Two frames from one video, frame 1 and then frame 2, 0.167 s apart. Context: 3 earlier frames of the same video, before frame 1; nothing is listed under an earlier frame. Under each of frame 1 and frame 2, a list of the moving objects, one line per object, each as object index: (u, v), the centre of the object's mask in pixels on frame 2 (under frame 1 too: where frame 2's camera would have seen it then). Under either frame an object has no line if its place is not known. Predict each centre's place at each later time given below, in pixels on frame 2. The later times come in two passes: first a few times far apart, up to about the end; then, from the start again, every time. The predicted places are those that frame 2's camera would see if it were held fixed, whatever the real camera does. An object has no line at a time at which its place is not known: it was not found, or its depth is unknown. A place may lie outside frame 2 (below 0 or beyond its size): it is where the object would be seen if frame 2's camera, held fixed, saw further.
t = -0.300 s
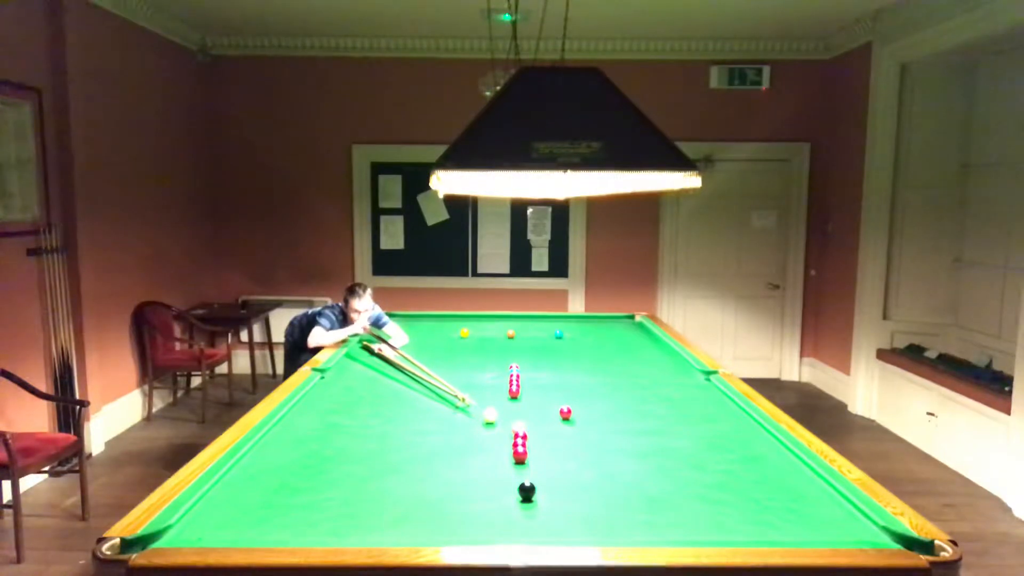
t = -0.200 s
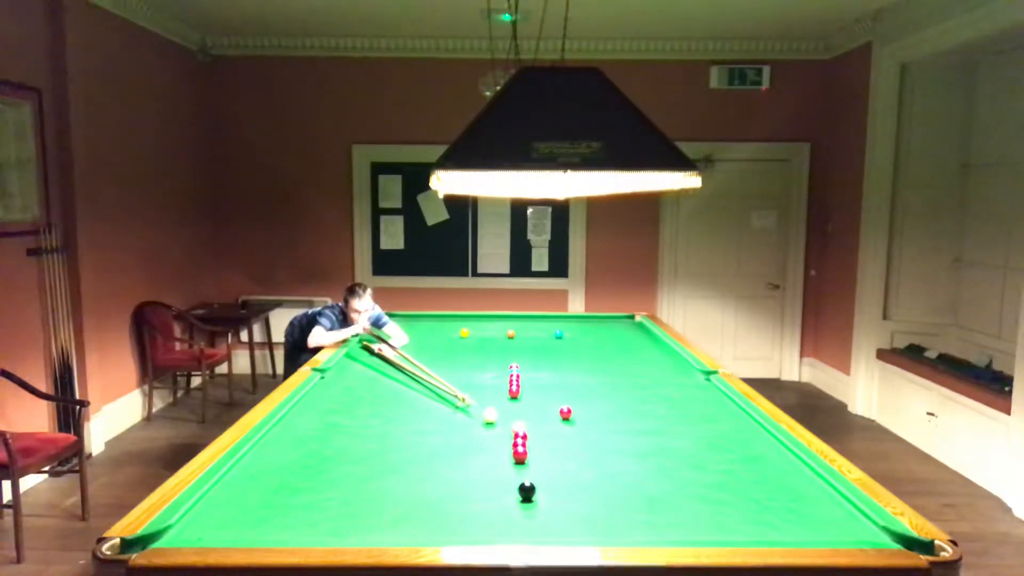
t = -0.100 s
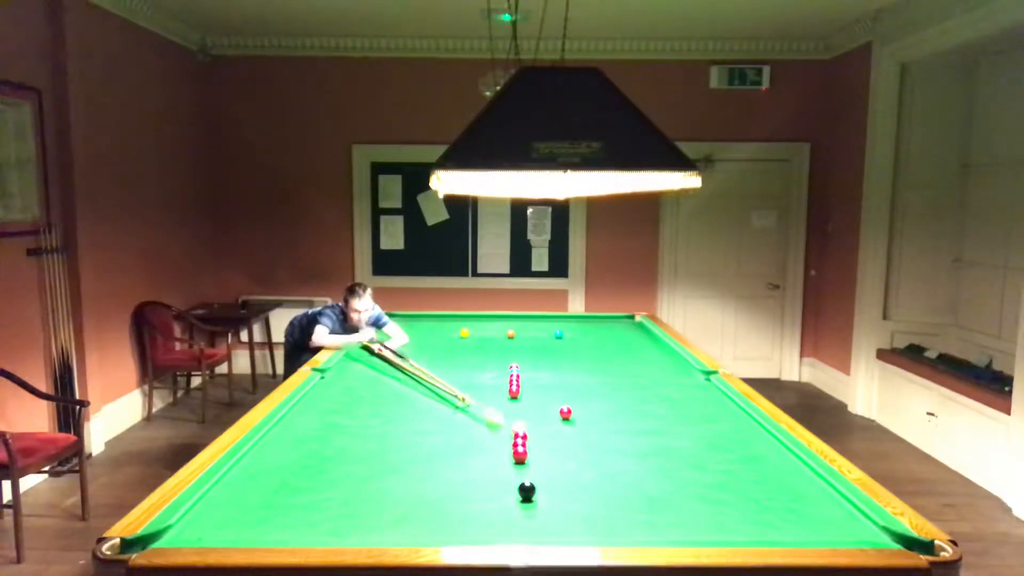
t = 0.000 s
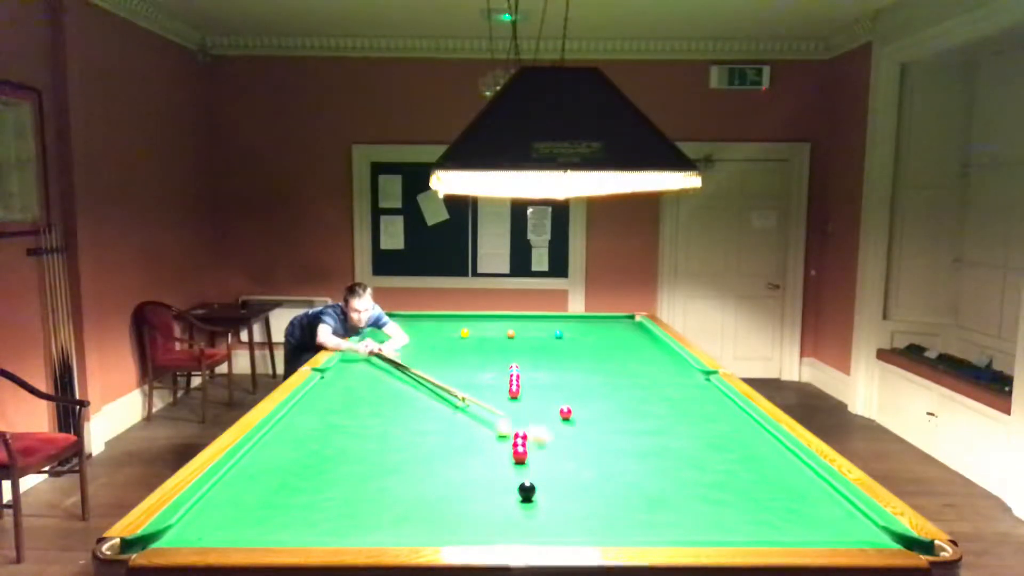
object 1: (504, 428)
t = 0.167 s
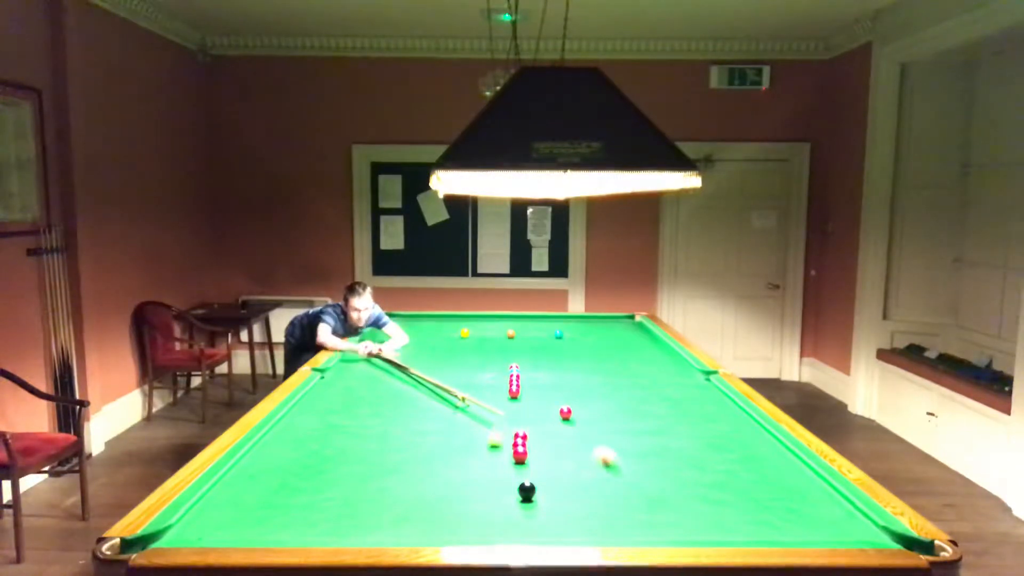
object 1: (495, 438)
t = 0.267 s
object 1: (492, 444)
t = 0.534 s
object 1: (481, 462)
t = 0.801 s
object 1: (470, 482)
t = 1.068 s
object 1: (458, 505)
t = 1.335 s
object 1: (445, 528)
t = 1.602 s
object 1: (439, 524)
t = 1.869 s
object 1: (436, 506)
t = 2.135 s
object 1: (434, 493)
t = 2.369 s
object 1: (432, 482)
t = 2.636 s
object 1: (431, 472)
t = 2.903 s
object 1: (429, 465)
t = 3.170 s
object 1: (427, 458)
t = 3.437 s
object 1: (426, 451)
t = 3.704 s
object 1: (425, 447)
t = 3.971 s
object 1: (424, 443)
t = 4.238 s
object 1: (424, 440)
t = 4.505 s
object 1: (424, 438)
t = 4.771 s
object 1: (424, 436)
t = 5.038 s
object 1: (424, 436)
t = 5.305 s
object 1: (424, 436)
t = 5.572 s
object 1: (424, 436)
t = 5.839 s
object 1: (424, 436)
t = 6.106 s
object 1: (424, 436)
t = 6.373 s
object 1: (424, 436)
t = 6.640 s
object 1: (424, 436)
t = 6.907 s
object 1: (424, 436)
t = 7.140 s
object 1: (424, 436)
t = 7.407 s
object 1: (424, 436)
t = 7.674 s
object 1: (424, 436)
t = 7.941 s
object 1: (424, 436)
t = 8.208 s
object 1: (424, 436)
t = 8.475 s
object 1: (424, 436)
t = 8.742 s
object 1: (424, 436)
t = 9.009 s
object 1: (424, 436)
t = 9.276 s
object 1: (424, 436)
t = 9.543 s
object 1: (424, 436)
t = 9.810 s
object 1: (424, 436)
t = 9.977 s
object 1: (425, 436)
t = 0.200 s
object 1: (494, 440)
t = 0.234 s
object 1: (493, 442)
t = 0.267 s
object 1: (492, 444)
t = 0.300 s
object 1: (491, 445)
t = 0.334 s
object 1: (491, 447)
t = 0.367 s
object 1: (488, 452)
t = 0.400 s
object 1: (486, 453)
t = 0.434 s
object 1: (485, 455)
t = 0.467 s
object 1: (484, 457)
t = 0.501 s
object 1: (482, 460)
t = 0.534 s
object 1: (481, 462)
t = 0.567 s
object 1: (480, 464)
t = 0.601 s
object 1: (478, 467)
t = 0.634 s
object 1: (478, 470)
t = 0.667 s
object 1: (476, 472)
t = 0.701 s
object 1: (475, 474)
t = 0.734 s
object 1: (473, 476)
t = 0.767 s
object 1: (472, 480)
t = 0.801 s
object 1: (470, 482)
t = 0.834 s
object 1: (468, 486)
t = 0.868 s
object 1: (467, 488)
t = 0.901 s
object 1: (465, 491)
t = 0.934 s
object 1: (464, 494)
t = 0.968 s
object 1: (462, 496)
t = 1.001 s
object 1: (460, 500)
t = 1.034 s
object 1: (459, 502)
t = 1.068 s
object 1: (458, 505)
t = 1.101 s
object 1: (456, 508)
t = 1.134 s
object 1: (454, 512)
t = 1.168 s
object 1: (453, 514)
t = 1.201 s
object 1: (451, 517)
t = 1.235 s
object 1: (450, 520)
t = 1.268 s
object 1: (448, 524)
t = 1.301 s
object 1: (446, 526)
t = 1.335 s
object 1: (445, 528)
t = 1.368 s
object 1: (443, 529)
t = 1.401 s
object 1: (442, 531)
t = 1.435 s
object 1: (441, 531)
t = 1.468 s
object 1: (440, 529)
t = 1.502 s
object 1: (439, 529)
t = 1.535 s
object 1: (439, 527)
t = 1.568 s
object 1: (439, 525)
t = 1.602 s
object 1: (439, 524)
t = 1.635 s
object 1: (438, 521)
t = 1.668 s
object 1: (438, 519)
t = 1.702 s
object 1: (437, 517)
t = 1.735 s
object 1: (437, 515)
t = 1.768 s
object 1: (437, 513)
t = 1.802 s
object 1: (436, 511)
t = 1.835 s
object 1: (436, 509)
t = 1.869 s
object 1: (436, 506)
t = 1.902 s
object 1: (435, 505)
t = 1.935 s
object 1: (435, 503)
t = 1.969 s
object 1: (435, 502)
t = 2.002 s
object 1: (435, 500)
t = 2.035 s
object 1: (434, 498)
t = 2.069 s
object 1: (434, 497)
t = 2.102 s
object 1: (434, 494)
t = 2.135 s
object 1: (434, 493)
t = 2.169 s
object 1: (434, 492)
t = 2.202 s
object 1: (434, 490)
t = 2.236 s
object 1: (433, 488)
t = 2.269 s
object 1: (433, 487)
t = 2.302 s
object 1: (433, 485)
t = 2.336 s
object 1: (433, 483)
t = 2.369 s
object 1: (432, 482)
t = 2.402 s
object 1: (432, 481)
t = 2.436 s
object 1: (432, 480)
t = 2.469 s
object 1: (432, 479)
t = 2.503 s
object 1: (431, 477)
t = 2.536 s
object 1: (431, 476)
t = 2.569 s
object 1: (431, 475)
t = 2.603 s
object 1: (431, 474)
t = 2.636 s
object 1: (431, 472)
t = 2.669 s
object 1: (431, 471)
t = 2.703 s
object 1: (431, 471)
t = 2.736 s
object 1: (430, 470)
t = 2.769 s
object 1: (430, 469)
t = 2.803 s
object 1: (431, 467)
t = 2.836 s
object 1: (430, 467)
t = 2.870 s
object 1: (430, 466)
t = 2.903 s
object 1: (429, 465)
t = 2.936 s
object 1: (429, 464)
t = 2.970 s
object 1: (429, 463)
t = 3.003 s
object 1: (428, 462)
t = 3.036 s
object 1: (428, 461)
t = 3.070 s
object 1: (428, 460)
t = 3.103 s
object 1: (428, 459)
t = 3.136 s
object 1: (428, 458)
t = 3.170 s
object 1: (427, 458)
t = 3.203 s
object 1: (427, 457)
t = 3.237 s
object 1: (427, 455)
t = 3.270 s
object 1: (427, 455)
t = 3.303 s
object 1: (427, 454)
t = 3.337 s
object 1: (426, 453)
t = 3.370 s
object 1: (426, 453)
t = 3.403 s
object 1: (426, 452)
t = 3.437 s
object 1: (426, 451)
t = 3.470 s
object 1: (426, 451)
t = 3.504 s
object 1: (426, 450)
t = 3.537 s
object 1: (425, 450)
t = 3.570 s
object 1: (425, 449)
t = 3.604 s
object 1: (425, 449)
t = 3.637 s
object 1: (425, 449)
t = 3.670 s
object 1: (425, 448)
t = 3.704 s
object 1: (425, 447)
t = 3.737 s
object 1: (425, 447)
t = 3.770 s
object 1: (425, 446)
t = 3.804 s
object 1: (425, 445)
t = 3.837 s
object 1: (424, 445)
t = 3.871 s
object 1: (424, 444)
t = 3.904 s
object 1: (424, 444)
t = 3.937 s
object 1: (424, 444)
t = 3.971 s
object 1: (424, 443)
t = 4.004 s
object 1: (424, 443)
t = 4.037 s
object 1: (424, 442)
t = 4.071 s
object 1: (424, 442)
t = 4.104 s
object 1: (424, 442)
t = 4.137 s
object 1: (424, 441)
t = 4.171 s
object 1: (424, 441)
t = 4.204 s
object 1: (424, 441)
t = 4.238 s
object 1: (424, 440)
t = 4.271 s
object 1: (424, 440)
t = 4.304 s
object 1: (424, 439)
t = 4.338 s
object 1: (424, 439)
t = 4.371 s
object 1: (424, 439)
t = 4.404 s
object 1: (424, 439)
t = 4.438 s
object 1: (424, 439)
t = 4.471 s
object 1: (424, 439)
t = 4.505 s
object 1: (424, 438)
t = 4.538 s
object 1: (424, 438)
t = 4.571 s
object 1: (424, 438)
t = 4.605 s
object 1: (424, 438)
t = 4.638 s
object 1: (424, 437)
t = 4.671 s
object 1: (424, 437)
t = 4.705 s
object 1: (424, 437)
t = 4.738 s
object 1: (424, 437)
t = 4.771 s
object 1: (424, 436)
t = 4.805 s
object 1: (424, 436)
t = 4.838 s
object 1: (424, 436)
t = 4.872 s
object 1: (424, 436)
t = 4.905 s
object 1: (424, 436)
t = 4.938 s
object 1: (424, 436)
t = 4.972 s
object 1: (424, 436)
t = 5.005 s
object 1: (424, 436)
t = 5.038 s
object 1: (424, 436)
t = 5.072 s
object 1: (424, 436)
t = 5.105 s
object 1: (424, 436)
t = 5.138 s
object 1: (424, 436)
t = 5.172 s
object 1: (424, 436)
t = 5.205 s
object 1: (424, 436)
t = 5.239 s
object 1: (424, 436)
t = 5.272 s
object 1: (424, 436)
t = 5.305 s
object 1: (424, 436)
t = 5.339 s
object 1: (424, 436)
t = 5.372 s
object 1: (424, 436)
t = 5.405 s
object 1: (424, 436)
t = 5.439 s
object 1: (424, 436)
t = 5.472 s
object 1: (424, 436)
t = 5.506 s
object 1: (424, 436)
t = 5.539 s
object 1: (424, 436)
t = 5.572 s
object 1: (424, 436)
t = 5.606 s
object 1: (424, 436)
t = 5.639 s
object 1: (424, 436)
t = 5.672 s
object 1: (424, 436)
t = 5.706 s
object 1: (424, 436)
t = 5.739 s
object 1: (424, 436)
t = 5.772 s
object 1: (424, 436)
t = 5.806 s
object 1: (424, 436)
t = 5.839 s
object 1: (424, 436)
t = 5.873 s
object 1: (424, 436)
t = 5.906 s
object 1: (424, 436)
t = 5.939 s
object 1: (424, 436)
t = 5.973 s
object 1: (424, 436)
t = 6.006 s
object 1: (424, 436)
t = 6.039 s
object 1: (424, 436)
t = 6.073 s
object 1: (424, 436)
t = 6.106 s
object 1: (424, 436)
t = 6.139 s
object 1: (424, 436)
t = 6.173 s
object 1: (424, 436)
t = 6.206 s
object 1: (424, 436)
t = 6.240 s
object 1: (424, 436)
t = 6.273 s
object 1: (424, 436)
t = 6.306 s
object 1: (424, 436)
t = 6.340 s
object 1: (424, 436)
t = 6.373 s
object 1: (424, 436)
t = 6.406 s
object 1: (424, 436)
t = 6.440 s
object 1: (424, 436)
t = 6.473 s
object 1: (424, 436)
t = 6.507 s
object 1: (424, 436)
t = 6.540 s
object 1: (424, 436)
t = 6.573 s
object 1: (424, 436)
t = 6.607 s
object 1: (424, 436)
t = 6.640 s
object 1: (424, 436)
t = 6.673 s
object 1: (424, 436)
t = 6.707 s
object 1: (424, 436)
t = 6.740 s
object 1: (424, 436)
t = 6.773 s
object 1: (424, 436)
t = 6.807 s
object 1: (424, 436)
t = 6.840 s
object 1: (424, 436)
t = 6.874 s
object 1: (424, 436)
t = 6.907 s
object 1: (424, 436)
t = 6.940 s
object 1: (424, 436)
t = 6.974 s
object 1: (424, 436)
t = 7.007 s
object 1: (424, 436)
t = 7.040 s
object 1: (424, 436)
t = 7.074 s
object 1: (424, 436)
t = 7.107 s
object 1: (424, 436)
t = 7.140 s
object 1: (424, 436)
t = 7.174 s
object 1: (424, 436)
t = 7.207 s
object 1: (424, 436)
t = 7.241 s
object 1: (424, 436)
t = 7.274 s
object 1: (424, 436)
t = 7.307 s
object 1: (424, 436)
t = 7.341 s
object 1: (424, 436)
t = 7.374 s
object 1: (424, 436)
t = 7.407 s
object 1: (424, 436)
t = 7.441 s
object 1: (424, 436)
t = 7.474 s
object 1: (424, 436)
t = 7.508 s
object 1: (424, 436)
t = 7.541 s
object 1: (424, 436)
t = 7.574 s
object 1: (424, 436)
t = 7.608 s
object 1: (424, 436)
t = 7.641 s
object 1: (424, 436)
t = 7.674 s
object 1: (424, 436)
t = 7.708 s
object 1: (424, 436)
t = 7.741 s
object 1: (424, 436)
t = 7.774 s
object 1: (424, 436)
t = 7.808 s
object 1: (424, 436)
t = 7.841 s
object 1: (424, 436)
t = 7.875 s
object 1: (424, 436)
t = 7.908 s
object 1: (424, 436)
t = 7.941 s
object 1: (424, 436)
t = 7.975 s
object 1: (424, 436)
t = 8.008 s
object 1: (424, 436)
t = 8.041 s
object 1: (424, 436)
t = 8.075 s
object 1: (424, 436)
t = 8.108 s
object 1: (424, 436)
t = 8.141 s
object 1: (424, 436)
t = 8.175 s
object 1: (424, 436)
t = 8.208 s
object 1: (424, 436)
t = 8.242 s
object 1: (424, 436)
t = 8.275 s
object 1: (424, 436)
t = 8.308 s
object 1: (424, 436)
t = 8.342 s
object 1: (424, 436)
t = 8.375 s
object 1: (424, 436)
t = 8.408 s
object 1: (424, 436)
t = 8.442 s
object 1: (424, 436)
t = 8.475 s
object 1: (424, 436)
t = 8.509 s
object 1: (424, 436)
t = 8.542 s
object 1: (424, 436)
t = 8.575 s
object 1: (424, 436)
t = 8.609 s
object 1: (424, 436)
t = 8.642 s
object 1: (424, 436)
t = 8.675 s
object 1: (424, 436)
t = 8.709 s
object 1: (424, 436)
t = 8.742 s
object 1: (424, 436)
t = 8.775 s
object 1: (424, 436)
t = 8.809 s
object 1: (424, 436)
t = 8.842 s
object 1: (424, 436)
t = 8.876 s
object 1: (424, 436)
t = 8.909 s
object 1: (424, 437)
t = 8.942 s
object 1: (424, 436)
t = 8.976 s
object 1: (424, 436)
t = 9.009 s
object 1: (424, 436)
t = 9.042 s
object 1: (424, 436)
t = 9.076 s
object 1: (424, 436)
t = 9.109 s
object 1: (424, 436)
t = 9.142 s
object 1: (424, 436)
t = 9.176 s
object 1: (424, 436)
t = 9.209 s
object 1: (424, 436)
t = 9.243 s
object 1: (424, 436)
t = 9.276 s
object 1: (424, 436)
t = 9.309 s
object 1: (424, 436)
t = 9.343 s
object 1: (424, 436)
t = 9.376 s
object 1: (424, 436)
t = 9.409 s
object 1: (424, 436)
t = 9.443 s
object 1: (424, 436)
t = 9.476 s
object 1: (424, 436)
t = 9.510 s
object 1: (424, 436)
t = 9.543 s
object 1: (424, 436)
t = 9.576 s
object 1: (424, 436)
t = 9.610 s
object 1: (424, 436)
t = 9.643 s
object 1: (424, 436)
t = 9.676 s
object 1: (424, 436)
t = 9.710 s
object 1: (424, 436)
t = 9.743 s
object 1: (424, 436)
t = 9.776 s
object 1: (424, 436)
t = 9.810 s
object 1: (424, 436)
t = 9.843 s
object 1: (424, 436)
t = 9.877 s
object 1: (424, 436)
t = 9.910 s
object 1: (424, 436)
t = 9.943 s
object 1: (424, 436)
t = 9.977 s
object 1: (425, 436)
